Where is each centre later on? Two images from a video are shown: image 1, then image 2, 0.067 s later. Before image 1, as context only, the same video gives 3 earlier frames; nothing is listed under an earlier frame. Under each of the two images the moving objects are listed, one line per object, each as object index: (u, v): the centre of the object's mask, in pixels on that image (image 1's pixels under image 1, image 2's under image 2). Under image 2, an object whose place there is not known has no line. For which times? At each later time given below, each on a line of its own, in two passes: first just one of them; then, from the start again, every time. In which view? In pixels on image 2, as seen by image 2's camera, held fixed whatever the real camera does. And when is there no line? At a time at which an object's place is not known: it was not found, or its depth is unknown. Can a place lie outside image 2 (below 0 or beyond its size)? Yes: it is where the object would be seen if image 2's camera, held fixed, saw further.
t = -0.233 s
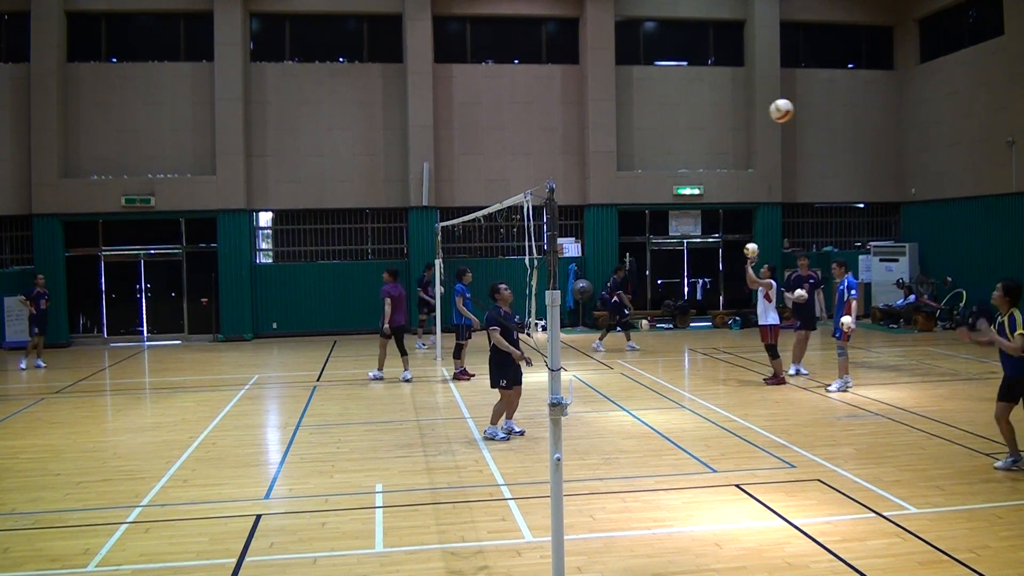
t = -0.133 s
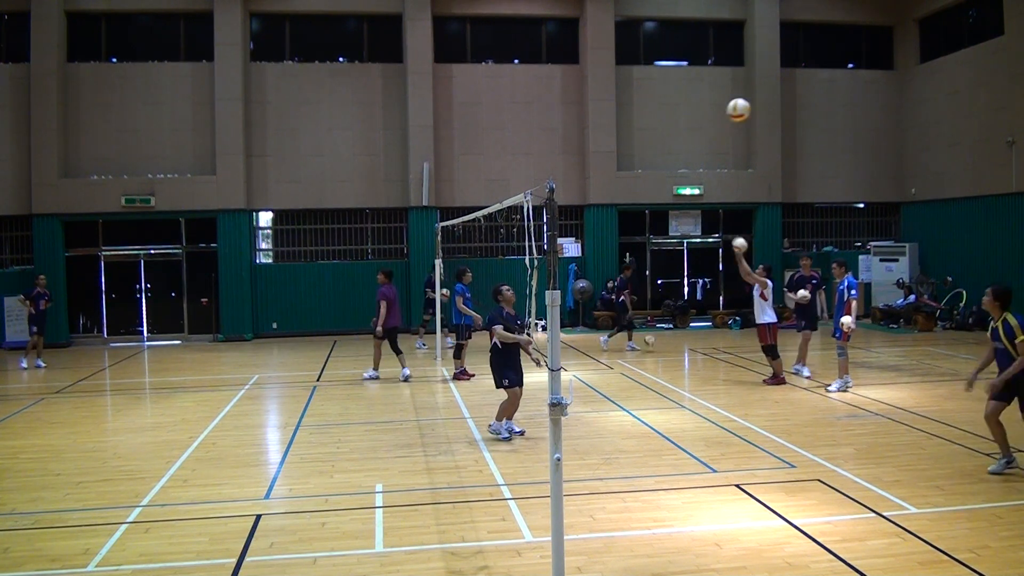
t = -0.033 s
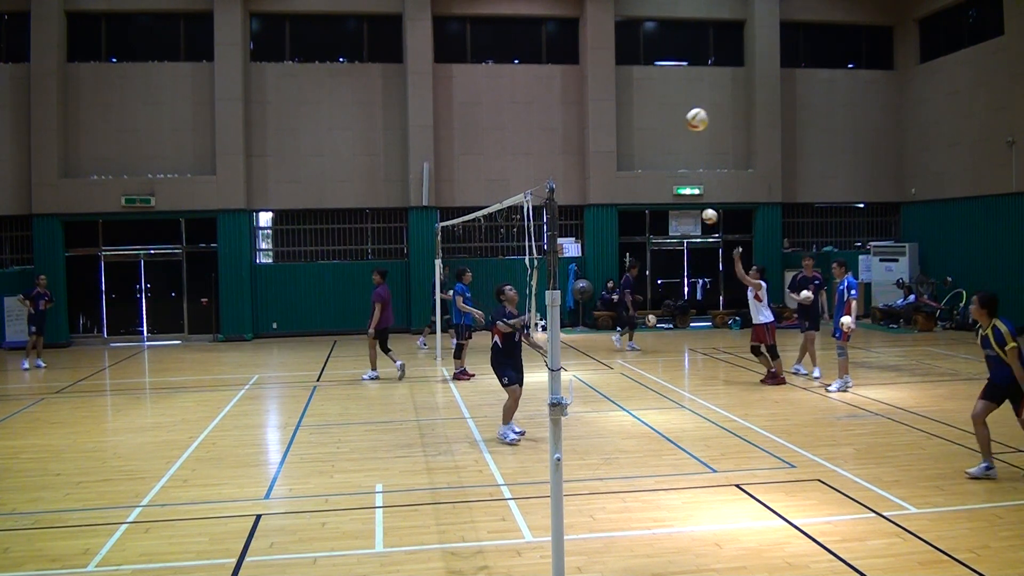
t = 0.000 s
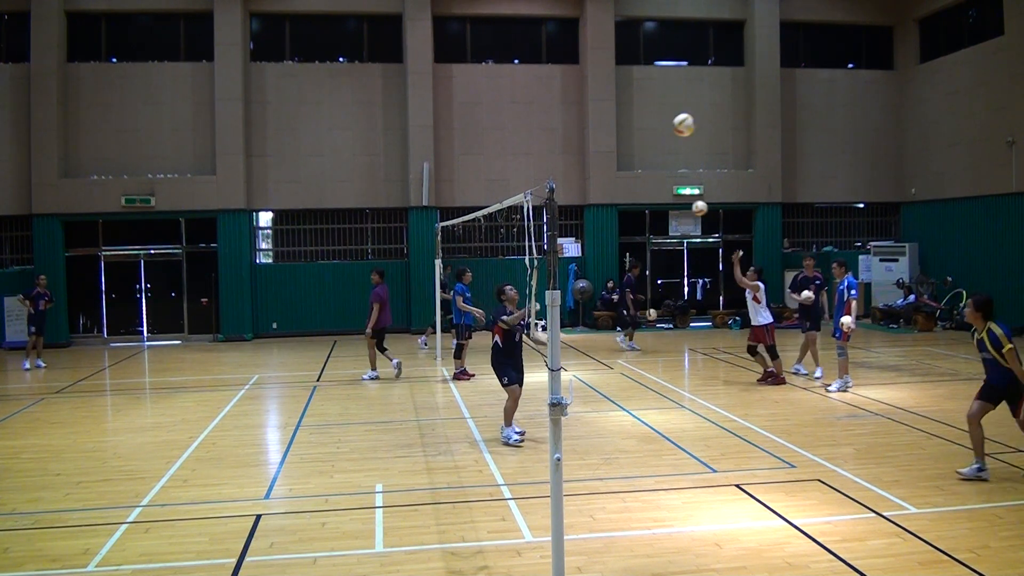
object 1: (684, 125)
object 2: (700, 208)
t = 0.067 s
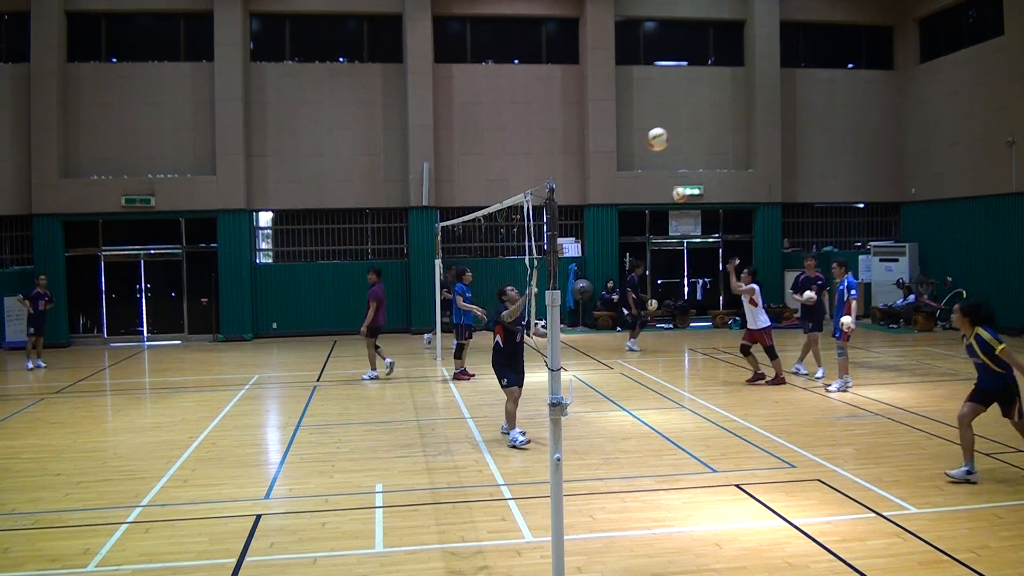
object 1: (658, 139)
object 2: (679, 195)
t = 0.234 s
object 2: (632, 175)
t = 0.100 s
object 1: (645, 148)
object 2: (670, 189)
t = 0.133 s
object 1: (631, 158)
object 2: (660, 184)
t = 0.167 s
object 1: (619, 168)
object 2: (651, 180)
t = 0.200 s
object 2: (641, 177)
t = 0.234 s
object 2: (632, 175)
